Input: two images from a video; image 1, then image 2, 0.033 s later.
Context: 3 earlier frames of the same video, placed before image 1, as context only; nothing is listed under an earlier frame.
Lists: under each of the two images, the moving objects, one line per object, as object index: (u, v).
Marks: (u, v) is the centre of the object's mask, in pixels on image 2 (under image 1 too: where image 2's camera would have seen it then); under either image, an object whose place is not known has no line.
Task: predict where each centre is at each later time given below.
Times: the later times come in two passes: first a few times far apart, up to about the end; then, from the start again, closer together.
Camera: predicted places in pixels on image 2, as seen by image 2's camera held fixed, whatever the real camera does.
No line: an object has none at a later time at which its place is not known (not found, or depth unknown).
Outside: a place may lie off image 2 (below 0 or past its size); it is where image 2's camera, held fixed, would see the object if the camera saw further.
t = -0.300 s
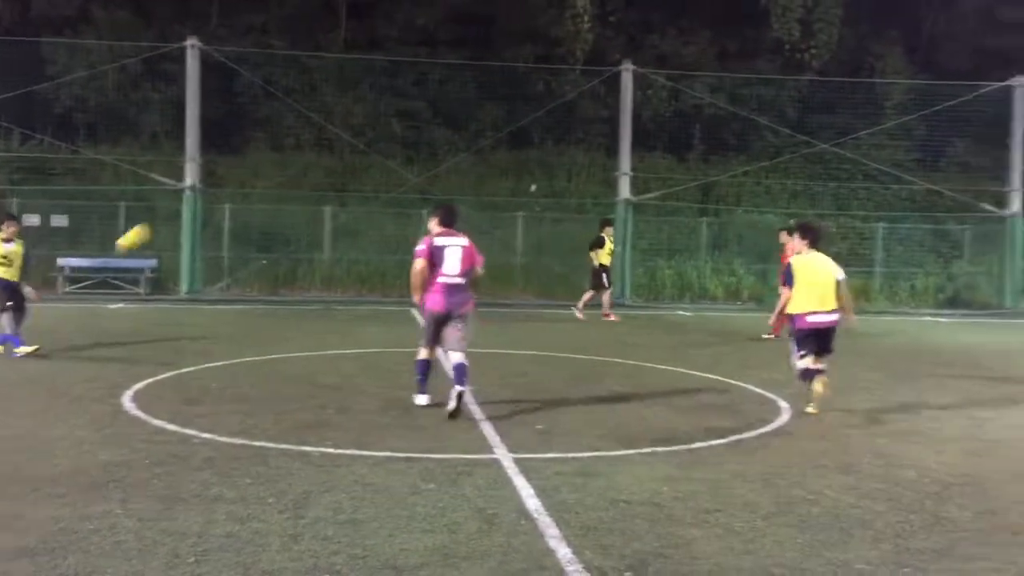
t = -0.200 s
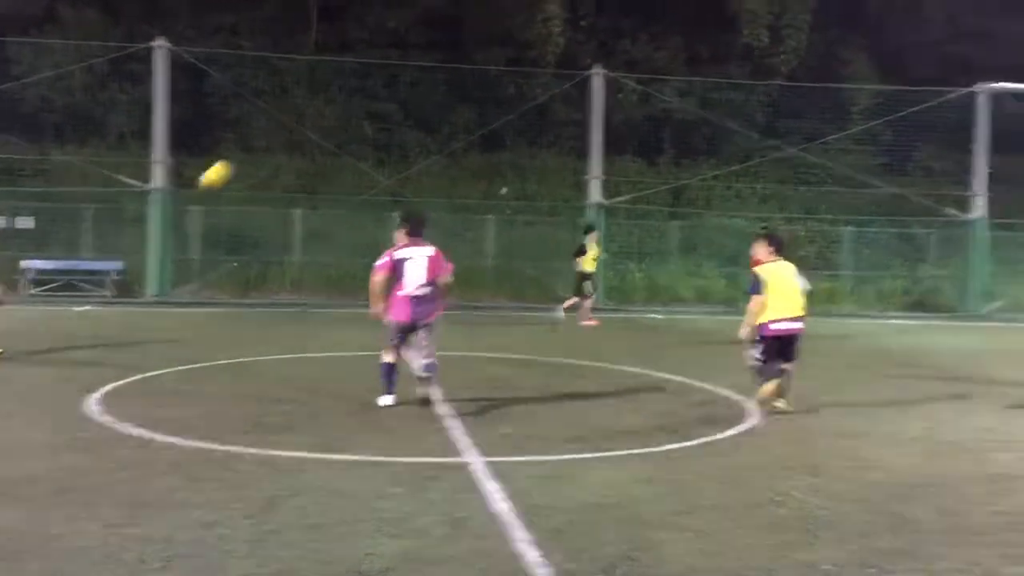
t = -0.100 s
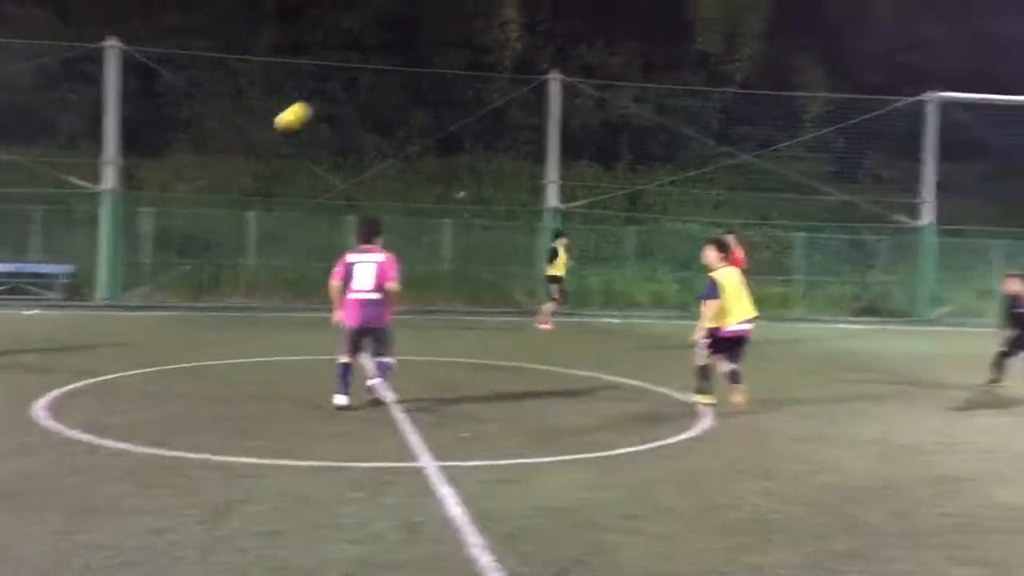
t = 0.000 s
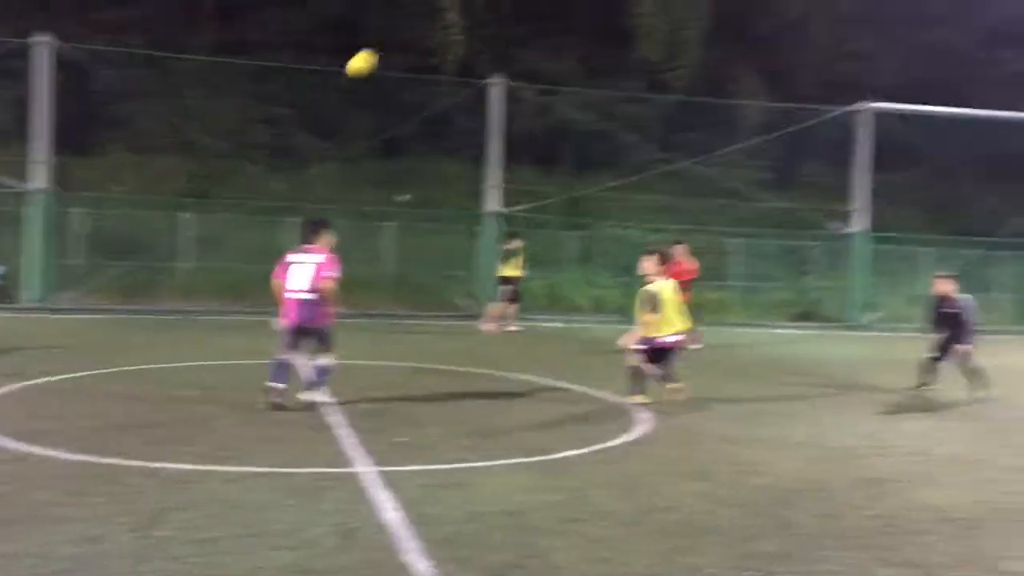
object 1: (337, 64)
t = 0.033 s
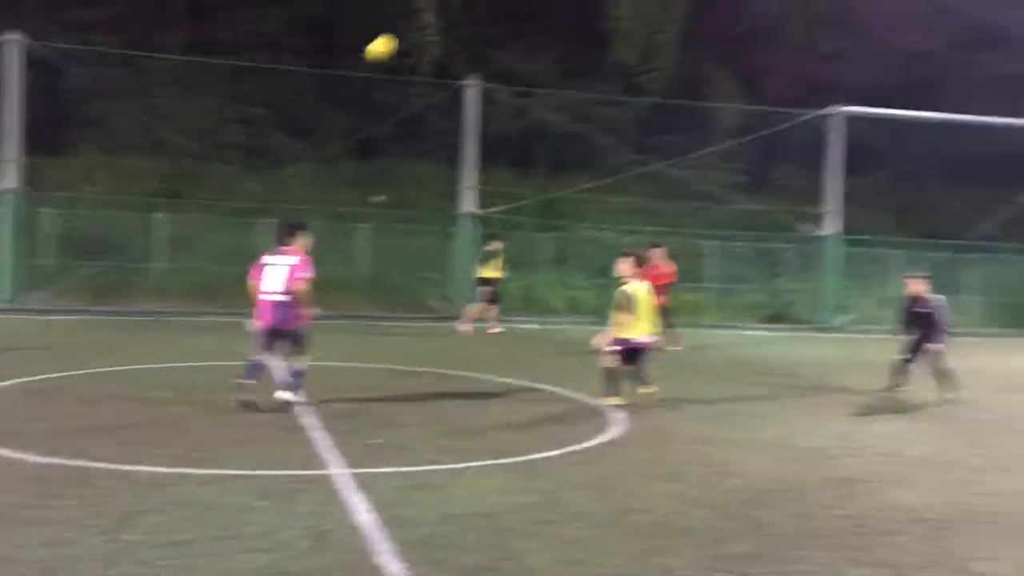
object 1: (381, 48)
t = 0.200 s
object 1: (600, -9)
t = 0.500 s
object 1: (1006, -62)
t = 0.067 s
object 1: (425, 34)
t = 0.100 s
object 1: (469, 20)
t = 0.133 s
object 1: (513, 7)
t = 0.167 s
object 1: (557, -2)
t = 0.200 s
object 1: (600, -9)
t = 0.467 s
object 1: (964, -58)
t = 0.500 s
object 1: (1006, -62)
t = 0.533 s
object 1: (1051, -65)
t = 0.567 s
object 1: (1094, -66)
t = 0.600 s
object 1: (1138, -63)
